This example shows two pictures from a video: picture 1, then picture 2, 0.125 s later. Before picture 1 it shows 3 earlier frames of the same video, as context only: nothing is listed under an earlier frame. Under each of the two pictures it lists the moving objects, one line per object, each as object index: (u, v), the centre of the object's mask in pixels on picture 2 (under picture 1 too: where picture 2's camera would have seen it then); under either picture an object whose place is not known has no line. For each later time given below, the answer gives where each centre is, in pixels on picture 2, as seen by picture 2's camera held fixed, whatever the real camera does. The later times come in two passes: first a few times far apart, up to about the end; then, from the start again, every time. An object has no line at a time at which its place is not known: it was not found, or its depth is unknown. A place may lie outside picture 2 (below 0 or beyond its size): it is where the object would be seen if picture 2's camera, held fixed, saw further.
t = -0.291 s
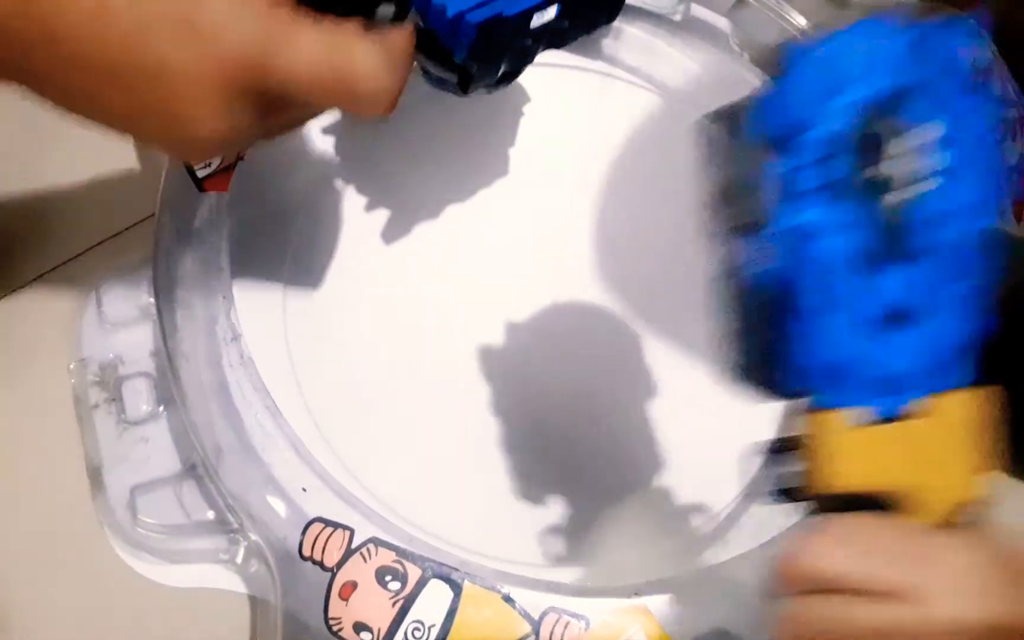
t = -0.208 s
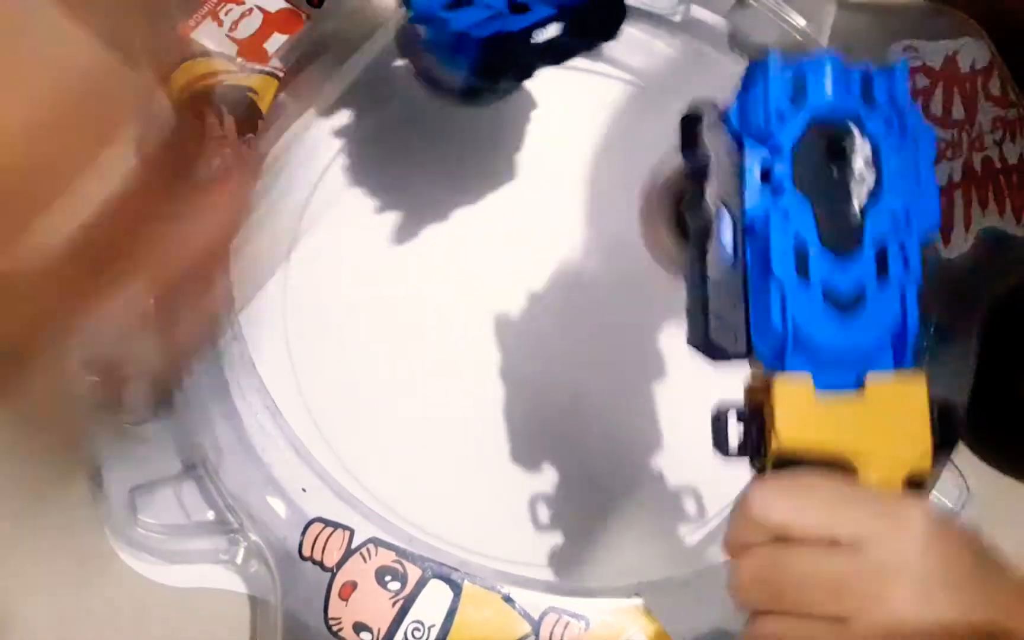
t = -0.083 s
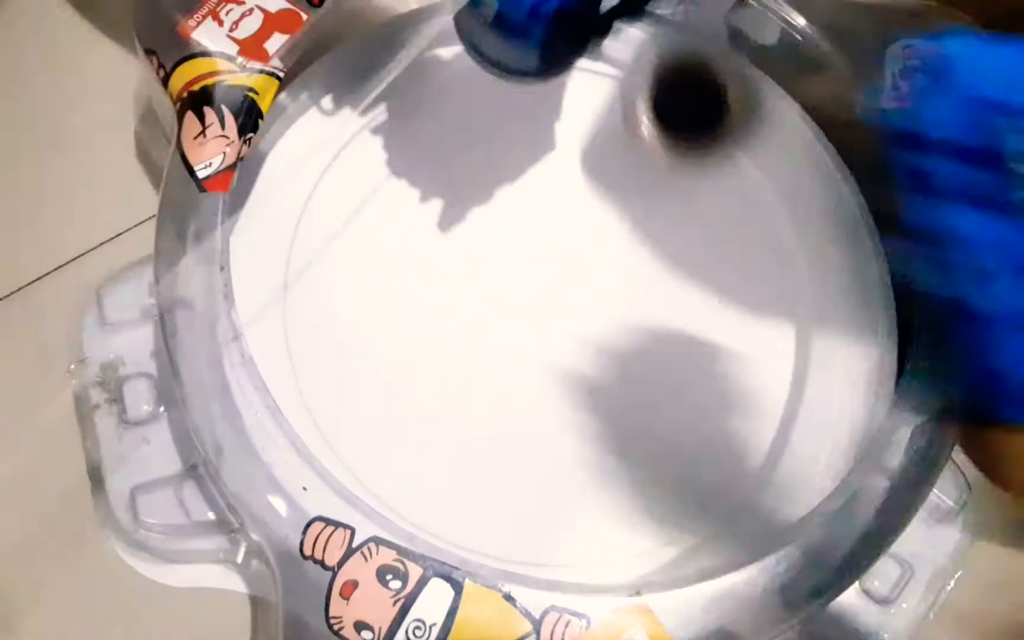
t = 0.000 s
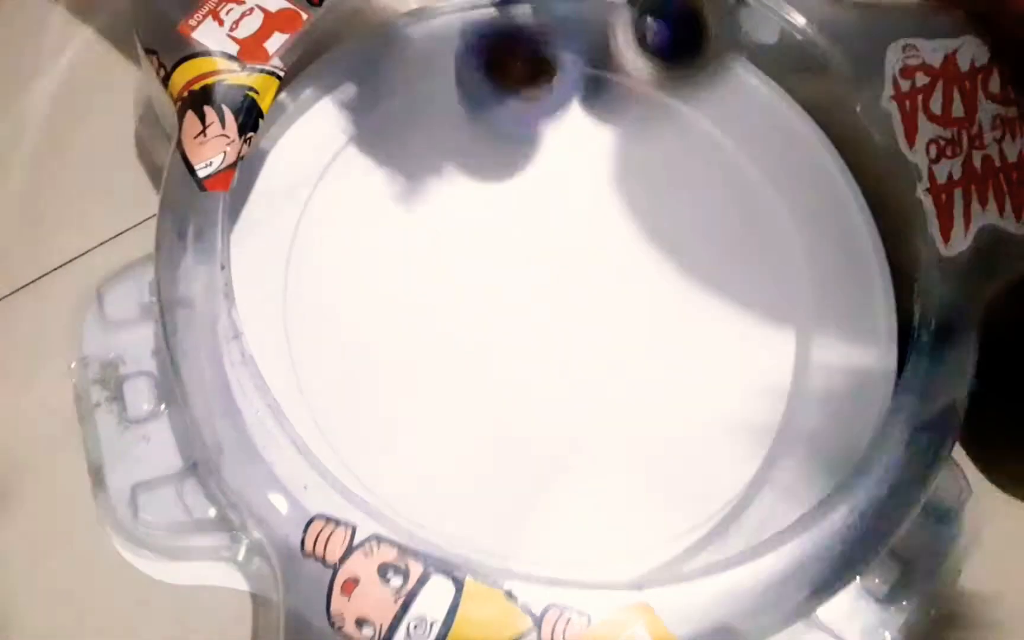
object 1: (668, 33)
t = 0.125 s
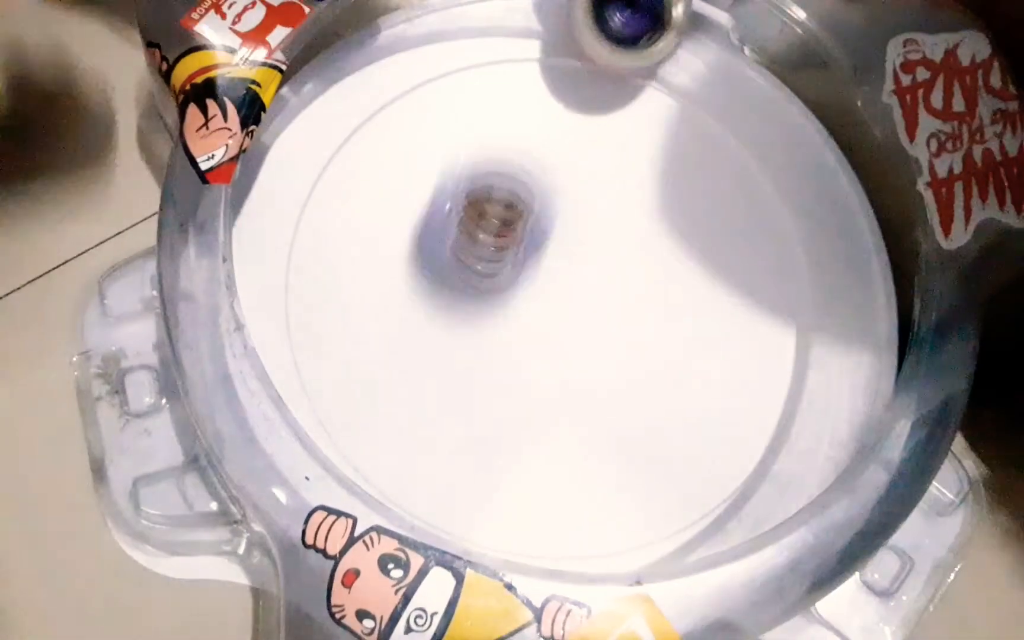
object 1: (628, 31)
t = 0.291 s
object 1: (585, 86)
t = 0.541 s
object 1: (559, 319)
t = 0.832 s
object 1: (666, 382)
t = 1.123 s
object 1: (767, 343)
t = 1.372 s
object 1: (767, 293)
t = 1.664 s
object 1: (671, 191)
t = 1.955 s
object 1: (511, 227)
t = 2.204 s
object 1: (687, 70)
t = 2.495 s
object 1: (472, 141)
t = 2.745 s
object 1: (380, 264)
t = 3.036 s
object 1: (454, 291)
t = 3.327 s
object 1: (501, 222)
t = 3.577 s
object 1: (498, 201)
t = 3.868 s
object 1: (514, 250)
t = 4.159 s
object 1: (382, 433)
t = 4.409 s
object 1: (718, 399)
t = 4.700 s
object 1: (628, 75)
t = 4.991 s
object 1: (418, 130)
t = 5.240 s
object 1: (580, 307)
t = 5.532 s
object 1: (749, 234)
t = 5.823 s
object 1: (574, 166)
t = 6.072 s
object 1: (414, 365)
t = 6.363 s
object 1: (628, 494)
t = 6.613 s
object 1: (683, 249)
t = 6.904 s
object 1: (390, 122)
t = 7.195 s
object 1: (404, 434)
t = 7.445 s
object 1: (741, 394)
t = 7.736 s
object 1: (658, 78)
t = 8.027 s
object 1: (313, 238)
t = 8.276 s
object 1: (580, 518)
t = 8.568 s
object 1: (790, 230)
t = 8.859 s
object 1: (470, 98)
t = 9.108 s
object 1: (348, 407)
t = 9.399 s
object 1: (730, 461)
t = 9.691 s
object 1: (677, 161)
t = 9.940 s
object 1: (376, 162)
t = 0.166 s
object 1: (620, 36)
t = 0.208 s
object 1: (610, 45)
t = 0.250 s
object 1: (597, 60)
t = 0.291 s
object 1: (585, 86)
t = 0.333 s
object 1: (570, 121)
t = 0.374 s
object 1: (556, 162)
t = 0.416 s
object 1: (546, 204)
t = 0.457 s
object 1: (542, 248)
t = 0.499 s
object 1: (550, 286)
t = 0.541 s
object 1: (559, 319)
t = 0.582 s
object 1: (569, 350)
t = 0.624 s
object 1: (587, 370)
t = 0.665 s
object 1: (603, 387)
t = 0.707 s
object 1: (623, 393)
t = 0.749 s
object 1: (635, 395)
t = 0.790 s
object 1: (651, 391)
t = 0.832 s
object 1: (666, 382)
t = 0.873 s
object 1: (678, 368)
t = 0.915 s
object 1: (685, 353)
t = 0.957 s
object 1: (693, 338)
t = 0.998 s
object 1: (697, 323)
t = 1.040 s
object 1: (717, 327)
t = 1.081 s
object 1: (748, 339)
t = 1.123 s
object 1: (767, 343)
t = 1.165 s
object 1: (778, 339)
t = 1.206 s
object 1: (784, 332)
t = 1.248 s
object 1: (786, 322)
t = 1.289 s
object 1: (783, 313)
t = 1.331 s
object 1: (777, 302)
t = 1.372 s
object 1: (767, 293)
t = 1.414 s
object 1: (752, 284)
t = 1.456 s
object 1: (730, 275)
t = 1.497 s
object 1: (702, 268)
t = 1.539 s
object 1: (679, 261)
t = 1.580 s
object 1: (680, 235)
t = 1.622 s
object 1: (680, 209)
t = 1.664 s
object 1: (671, 191)
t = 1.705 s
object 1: (658, 180)
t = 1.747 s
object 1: (641, 173)
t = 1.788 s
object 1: (617, 171)
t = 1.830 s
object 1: (592, 175)
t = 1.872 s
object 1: (566, 185)
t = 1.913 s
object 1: (543, 198)
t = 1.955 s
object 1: (511, 227)
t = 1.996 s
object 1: (546, 195)
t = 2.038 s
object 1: (601, 141)
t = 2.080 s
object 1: (661, 79)
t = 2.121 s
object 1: (698, 51)
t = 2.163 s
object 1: (700, 52)
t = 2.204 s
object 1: (687, 70)
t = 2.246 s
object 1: (664, 96)
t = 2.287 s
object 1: (637, 122)
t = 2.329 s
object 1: (607, 146)
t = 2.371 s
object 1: (575, 180)
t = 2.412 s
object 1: (540, 178)
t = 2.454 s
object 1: (505, 156)
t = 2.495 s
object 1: (472, 141)
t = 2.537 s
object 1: (440, 139)
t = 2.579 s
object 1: (413, 150)
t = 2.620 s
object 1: (394, 169)
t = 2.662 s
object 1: (381, 194)
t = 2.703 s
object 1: (376, 228)
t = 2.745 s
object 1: (380, 264)
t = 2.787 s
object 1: (395, 304)
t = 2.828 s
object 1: (423, 342)
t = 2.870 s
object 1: (467, 373)
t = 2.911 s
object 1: (463, 356)
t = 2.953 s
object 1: (455, 333)
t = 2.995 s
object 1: (452, 310)
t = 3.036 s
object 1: (454, 291)
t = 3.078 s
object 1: (459, 276)
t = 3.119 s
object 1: (465, 265)
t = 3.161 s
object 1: (477, 251)
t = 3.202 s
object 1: (482, 243)
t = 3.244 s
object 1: (489, 235)
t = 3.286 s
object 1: (495, 228)
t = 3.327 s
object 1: (501, 222)
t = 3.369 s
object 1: (506, 217)
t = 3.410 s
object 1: (511, 213)
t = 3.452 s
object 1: (506, 208)
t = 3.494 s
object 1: (499, 202)
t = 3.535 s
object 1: (497, 200)
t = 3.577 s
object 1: (498, 201)
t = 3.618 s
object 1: (500, 205)
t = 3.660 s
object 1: (504, 212)
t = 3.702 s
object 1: (508, 218)
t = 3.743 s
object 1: (514, 226)
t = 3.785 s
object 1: (522, 233)
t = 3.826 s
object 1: (531, 240)
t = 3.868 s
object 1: (514, 250)
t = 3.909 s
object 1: (424, 274)
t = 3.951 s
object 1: (342, 296)
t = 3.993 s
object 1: (293, 317)
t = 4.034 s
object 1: (287, 336)
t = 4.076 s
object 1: (308, 369)
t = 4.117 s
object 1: (342, 402)
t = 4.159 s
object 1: (382, 433)
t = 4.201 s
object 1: (433, 462)
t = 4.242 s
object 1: (495, 480)
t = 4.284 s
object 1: (562, 481)
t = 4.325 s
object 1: (625, 466)
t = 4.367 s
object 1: (678, 438)
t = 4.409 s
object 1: (718, 399)
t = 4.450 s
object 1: (757, 354)
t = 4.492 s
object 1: (772, 298)
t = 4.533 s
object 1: (767, 251)
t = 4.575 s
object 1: (750, 201)
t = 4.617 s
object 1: (721, 150)
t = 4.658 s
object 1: (681, 108)
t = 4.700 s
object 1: (628, 75)
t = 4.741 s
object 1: (569, 52)
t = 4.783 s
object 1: (517, 50)
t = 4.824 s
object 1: (498, 47)
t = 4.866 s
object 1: (479, 49)
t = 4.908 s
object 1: (453, 60)
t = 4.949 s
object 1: (433, 91)
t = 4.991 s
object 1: (418, 130)
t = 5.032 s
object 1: (413, 169)
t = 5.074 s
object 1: (429, 207)
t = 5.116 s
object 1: (461, 235)
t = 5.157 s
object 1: (497, 263)
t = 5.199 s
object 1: (537, 288)
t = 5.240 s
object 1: (580, 307)
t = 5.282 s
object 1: (622, 317)
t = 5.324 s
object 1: (665, 313)
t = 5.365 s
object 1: (699, 308)
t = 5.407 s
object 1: (723, 290)
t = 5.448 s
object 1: (740, 274)
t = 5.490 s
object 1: (748, 253)
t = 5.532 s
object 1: (749, 234)
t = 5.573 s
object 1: (745, 215)
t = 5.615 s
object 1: (731, 197)
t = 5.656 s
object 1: (712, 180)
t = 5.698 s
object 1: (684, 170)
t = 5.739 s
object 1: (651, 161)
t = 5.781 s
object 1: (613, 160)
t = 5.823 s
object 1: (574, 166)
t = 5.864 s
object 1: (533, 183)
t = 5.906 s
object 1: (493, 207)
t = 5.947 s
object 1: (458, 240)
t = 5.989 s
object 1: (432, 280)
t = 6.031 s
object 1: (416, 322)
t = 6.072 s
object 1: (414, 365)
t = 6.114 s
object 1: (422, 407)
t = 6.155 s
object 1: (445, 445)
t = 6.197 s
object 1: (475, 476)
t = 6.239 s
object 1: (511, 495)
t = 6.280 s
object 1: (549, 505)
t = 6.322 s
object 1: (591, 506)
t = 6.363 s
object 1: (628, 494)
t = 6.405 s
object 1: (659, 467)
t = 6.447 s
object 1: (684, 431)
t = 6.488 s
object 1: (701, 387)
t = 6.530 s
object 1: (717, 338)
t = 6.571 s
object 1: (705, 291)
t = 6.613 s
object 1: (683, 249)
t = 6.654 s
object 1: (655, 206)
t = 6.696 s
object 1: (618, 169)
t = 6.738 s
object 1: (577, 136)
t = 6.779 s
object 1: (532, 113)
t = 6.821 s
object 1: (484, 101)
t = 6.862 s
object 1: (432, 108)
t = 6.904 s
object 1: (390, 122)
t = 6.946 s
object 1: (351, 153)
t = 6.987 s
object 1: (323, 188)
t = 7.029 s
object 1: (310, 237)
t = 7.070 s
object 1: (310, 291)
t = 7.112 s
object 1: (327, 341)
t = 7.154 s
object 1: (359, 396)
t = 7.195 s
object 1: (404, 434)
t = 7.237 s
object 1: (461, 467)
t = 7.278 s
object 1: (519, 482)
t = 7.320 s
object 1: (579, 484)
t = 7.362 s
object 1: (641, 467)
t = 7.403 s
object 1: (689, 438)
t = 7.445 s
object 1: (741, 394)
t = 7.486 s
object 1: (770, 343)
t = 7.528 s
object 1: (783, 293)
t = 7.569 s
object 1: (781, 244)
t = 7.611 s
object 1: (770, 194)
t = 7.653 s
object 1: (741, 149)
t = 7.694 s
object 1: (706, 109)
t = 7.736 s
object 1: (658, 78)
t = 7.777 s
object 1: (604, 61)
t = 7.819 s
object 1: (549, 53)
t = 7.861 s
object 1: (485, 64)
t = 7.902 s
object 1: (427, 91)
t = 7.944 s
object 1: (380, 129)
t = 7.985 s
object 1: (340, 177)
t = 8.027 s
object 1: (313, 238)
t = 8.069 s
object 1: (310, 311)
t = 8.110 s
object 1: (335, 371)
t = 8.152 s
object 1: (378, 433)
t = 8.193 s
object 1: (437, 482)
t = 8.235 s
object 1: (513, 509)
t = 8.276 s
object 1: (580, 518)
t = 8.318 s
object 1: (655, 515)
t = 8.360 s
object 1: (704, 480)
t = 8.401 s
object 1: (747, 439)
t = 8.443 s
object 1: (786, 389)
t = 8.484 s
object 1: (805, 331)
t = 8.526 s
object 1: (806, 282)
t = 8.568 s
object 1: (790, 230)
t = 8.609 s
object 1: (771, 190)
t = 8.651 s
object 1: (737, 149)
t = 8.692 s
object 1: (697, 114)
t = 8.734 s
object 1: (644, 90)
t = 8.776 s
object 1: (585, 80)
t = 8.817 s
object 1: (530, 79)
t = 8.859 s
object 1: (470, 98)
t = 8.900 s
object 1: (418, 122)
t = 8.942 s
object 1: (372, 168)
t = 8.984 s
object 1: (336, 222)
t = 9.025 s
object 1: (319, 280)
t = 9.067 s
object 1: (320, 347)
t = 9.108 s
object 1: (348, 407)
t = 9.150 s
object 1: (397, 452)
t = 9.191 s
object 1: (462, 487)
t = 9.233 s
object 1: (516, 511)
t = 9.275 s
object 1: (572, 517)
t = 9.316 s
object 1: (630, 511)
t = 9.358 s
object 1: (679, 491)
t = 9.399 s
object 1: (730, 461)
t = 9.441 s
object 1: (755, 421)
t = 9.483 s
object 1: (777, 373)
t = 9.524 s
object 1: (774, 330)
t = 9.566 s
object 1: (761, 283)
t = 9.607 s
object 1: (745, 239)
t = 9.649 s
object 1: (713, 198)
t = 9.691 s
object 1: (677, 161)
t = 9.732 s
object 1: (631, 131)
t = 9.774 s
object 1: (578, 116)
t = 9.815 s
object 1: (528, 107)
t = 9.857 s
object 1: (473, 111)
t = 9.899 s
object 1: (419, 130)
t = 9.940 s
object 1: (376, 162)
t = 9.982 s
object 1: (340, 200)
